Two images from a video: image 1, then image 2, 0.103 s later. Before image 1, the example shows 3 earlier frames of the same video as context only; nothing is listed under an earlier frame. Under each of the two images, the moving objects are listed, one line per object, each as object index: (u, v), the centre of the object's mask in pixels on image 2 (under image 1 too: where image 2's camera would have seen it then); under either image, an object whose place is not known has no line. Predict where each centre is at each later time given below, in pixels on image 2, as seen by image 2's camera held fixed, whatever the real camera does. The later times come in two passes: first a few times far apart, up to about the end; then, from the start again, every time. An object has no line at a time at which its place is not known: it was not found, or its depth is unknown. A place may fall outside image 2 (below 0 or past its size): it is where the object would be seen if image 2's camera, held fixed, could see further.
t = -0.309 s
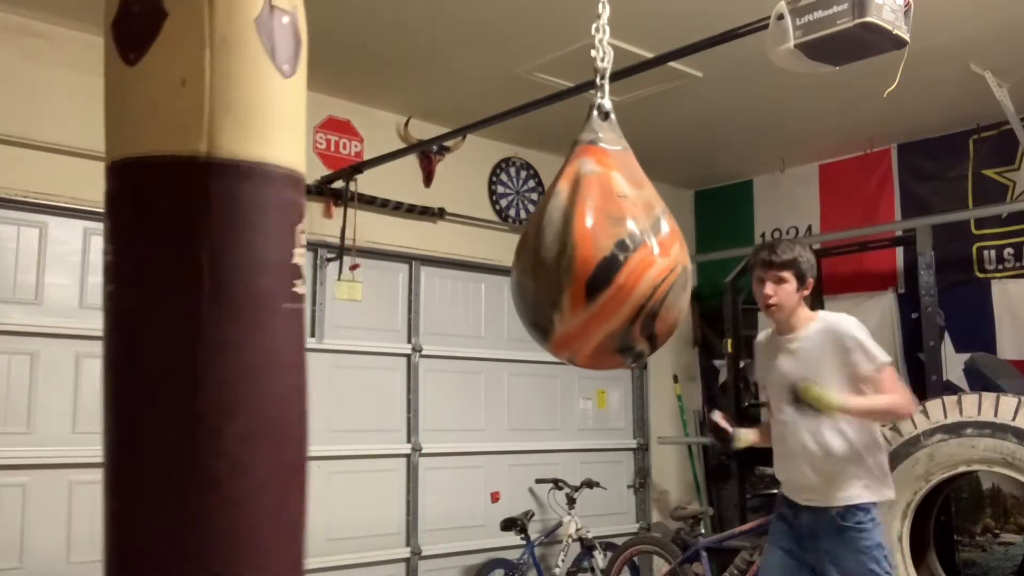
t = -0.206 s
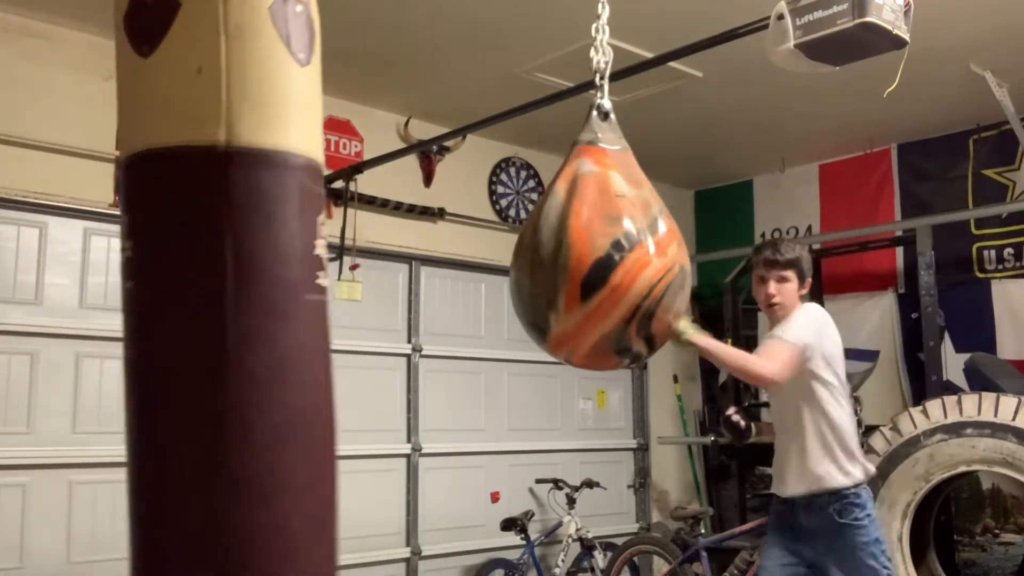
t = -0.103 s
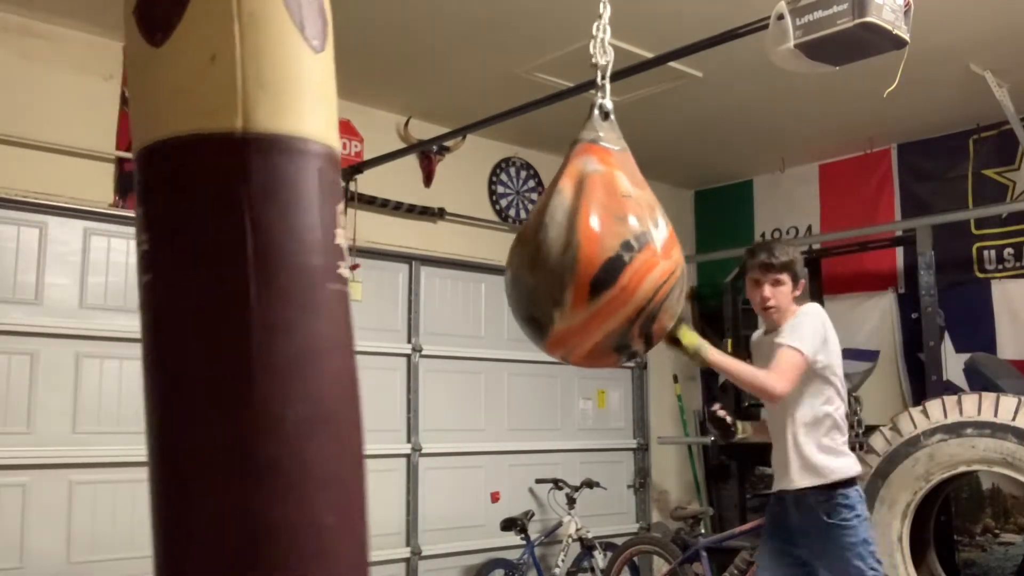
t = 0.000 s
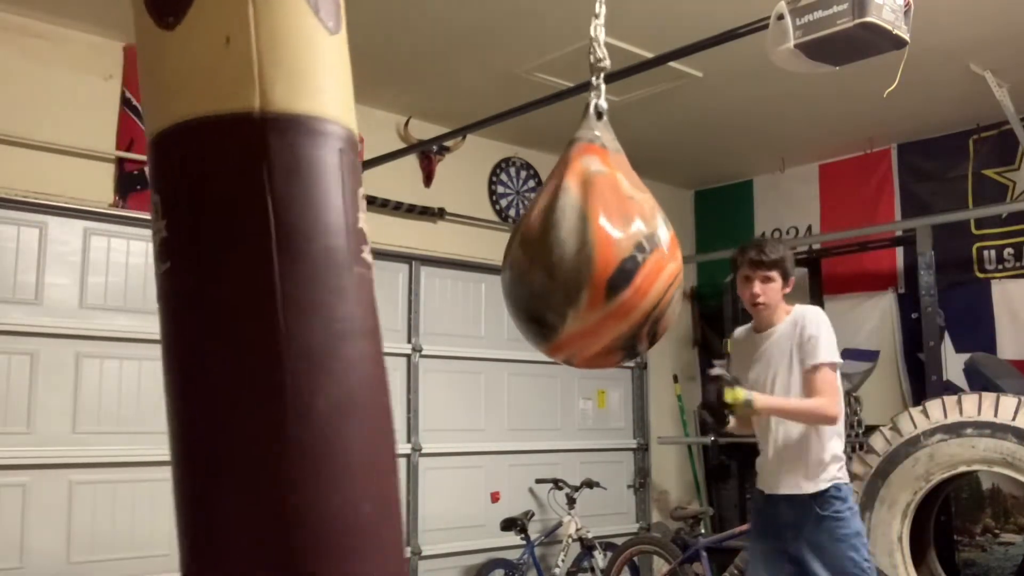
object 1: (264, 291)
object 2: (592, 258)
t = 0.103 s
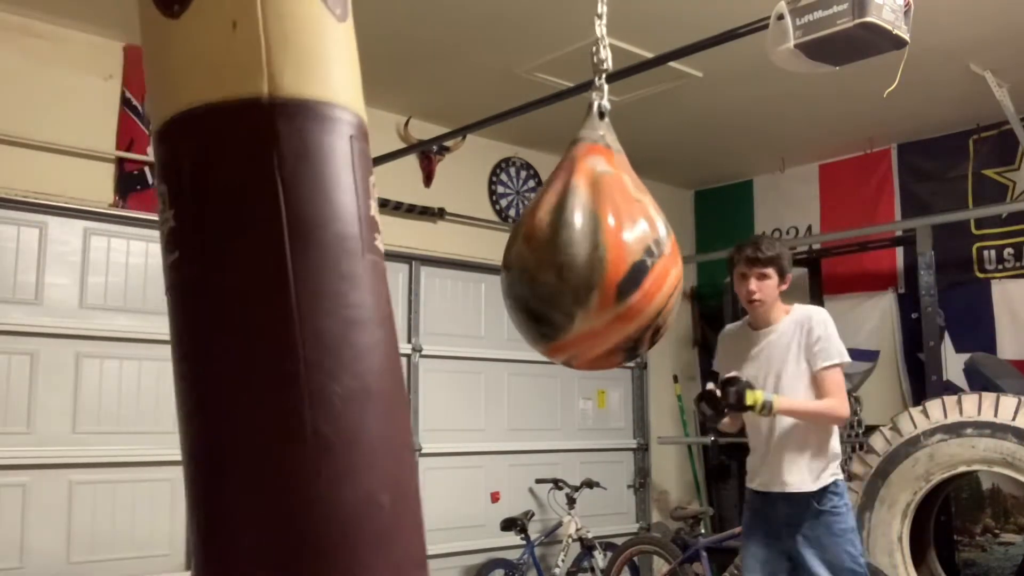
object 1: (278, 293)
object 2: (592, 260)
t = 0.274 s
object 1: (285, 295)
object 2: (595, 261)
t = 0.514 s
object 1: (261, 296)
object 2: (604, 264)
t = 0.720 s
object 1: (215, 293)
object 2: (613, 263)
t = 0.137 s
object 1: (281, 293)
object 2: (592, 260)
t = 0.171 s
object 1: (281, 293)
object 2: (592, 259)
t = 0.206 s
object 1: (282, 293)
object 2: (592, 259)
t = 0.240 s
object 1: (283, 294)
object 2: (593, 260)
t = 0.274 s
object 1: (285, 295)
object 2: (595, 261)
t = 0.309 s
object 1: (283, 295)
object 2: (596, 261)
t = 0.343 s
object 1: (282, 295)
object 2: (597, 261)
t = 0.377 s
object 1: (279, 296)
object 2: (598, 262)
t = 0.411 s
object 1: (274, 294)
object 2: (598, 261)
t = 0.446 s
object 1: (271, 296)
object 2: (601, 263)
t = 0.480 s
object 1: (265, 294)
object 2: (601, 262)
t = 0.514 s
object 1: (261, 296)
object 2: (604, 264)
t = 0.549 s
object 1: (252, 294)
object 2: (605, 263)
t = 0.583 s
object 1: (248, 295)
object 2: (607, 263)
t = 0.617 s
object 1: (241, 295)
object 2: (609, 263)
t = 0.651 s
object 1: (232, 295)
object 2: (611, 264)
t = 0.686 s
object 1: (223, 293)
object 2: (611, 263)
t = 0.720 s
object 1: (215, 293)
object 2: (613, 263)
